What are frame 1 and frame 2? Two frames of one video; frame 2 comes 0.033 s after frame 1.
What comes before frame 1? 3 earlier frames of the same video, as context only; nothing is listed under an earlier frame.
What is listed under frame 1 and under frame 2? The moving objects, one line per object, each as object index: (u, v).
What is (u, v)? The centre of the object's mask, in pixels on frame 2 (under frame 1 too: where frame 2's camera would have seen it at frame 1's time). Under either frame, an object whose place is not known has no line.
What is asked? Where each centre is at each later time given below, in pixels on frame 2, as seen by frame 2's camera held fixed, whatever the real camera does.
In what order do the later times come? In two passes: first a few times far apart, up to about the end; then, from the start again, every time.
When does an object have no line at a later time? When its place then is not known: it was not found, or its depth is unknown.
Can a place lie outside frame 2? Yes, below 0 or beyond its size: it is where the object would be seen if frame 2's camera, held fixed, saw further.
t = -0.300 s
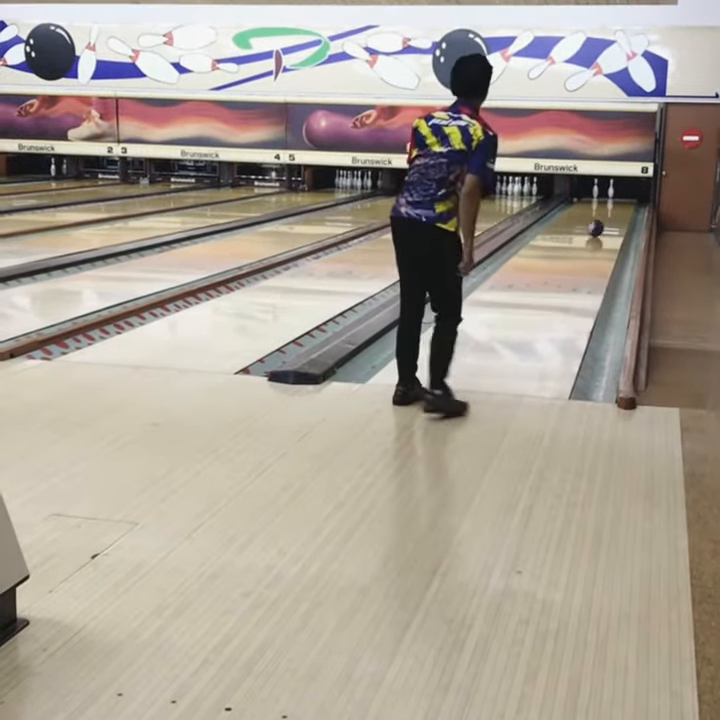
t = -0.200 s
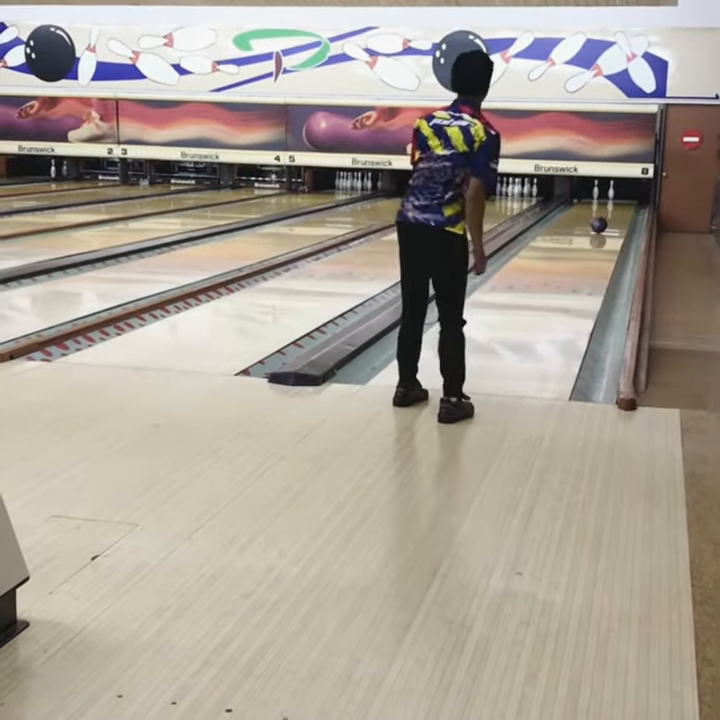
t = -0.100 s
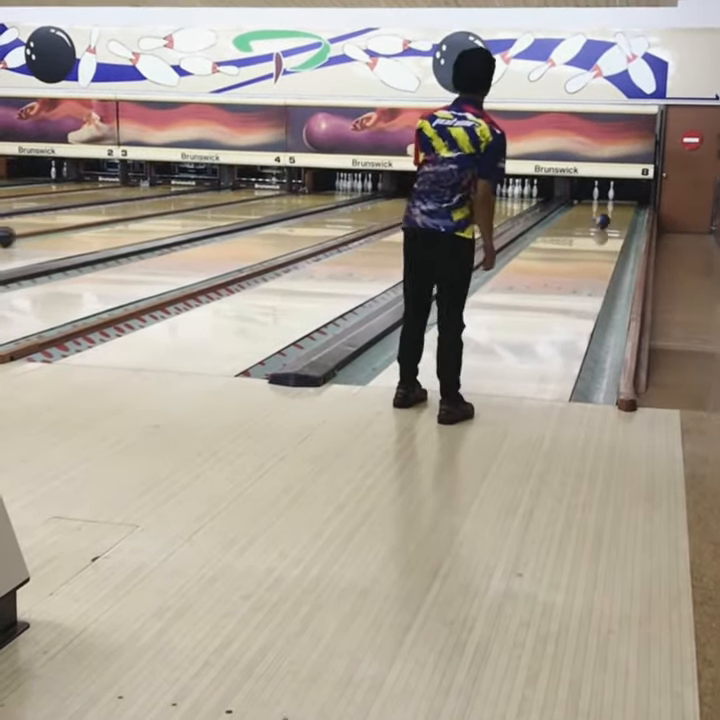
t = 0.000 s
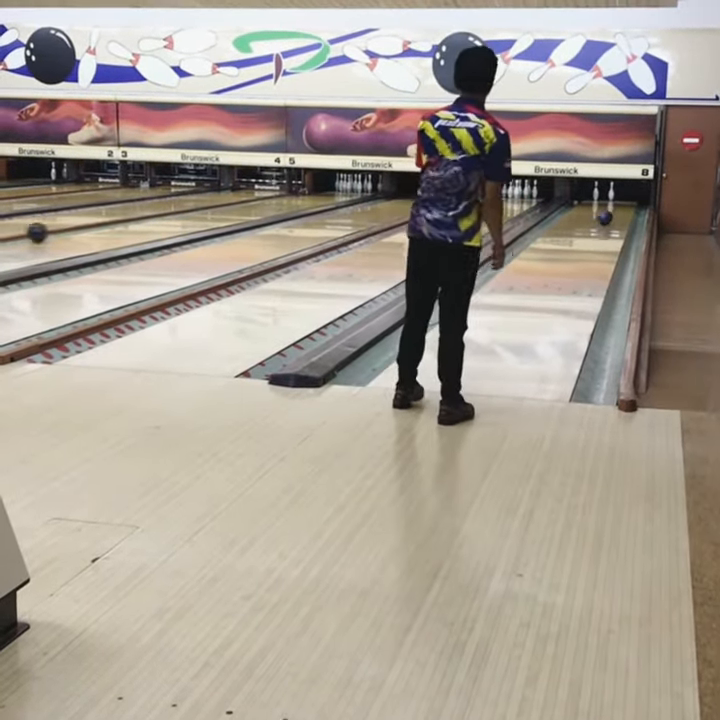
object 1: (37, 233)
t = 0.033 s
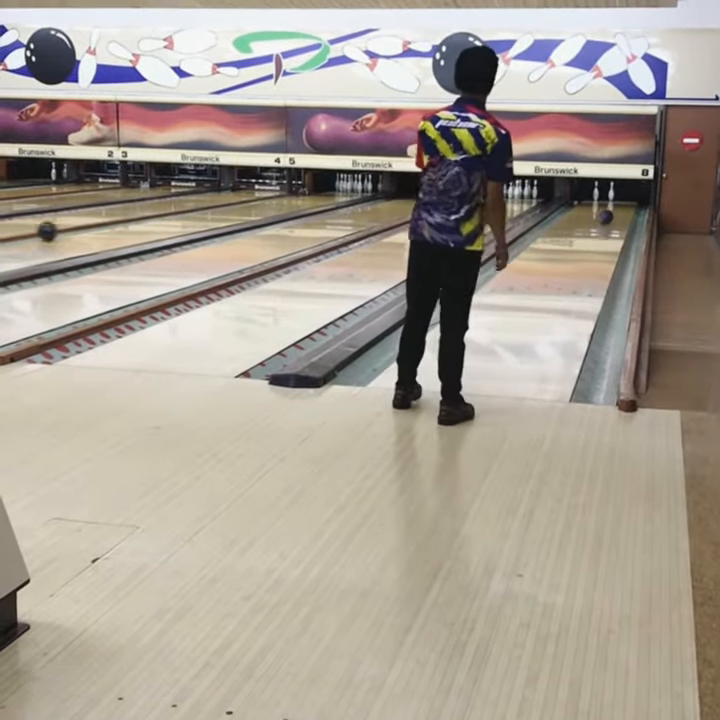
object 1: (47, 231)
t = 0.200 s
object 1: (92, 224)
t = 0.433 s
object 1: (145, 216)
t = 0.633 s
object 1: (182, 211)
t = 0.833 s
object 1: (213, 205)
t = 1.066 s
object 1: (244, 200)
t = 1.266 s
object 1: (267, 197)
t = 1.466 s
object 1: (286, 193)
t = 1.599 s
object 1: (295, 192)
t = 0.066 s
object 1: (56, 230)
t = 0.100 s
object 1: (66, 228)
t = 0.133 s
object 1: (75, 227)
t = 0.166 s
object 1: (84, 225)
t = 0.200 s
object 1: (92, 224)
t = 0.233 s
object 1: (100, 223)
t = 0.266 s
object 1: (109, 221)
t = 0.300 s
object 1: (116, 220)
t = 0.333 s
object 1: (124, 219)
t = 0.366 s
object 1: (131, 218)
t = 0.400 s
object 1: (138, 217)
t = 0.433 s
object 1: (145, 216)
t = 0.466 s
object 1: (152, 215)
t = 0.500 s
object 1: (158, 214)
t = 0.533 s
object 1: (164, 213)
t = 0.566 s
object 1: (170, 213)
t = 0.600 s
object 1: (176, 212)
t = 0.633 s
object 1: (182, 211)
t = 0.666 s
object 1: (187, 209)
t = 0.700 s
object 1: (193, 209)
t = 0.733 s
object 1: (198, 208)
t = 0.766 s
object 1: (203, 207)
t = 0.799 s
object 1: (208, 206)
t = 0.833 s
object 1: (213, 205)
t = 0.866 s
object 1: (218, 205)
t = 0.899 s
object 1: (222, 204)
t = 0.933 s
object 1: (227, 203)
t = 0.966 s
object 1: (232, 202)
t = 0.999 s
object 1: (236, 201)
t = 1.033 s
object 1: (240, 201)
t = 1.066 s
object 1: (244, 200)
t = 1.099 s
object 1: (248, 199)
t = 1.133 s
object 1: (252, 198)
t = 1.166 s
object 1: (256, 198)
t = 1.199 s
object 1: (260, 197)
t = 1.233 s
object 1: (263, 197)
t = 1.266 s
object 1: (267, 197)
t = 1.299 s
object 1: (270, 196)
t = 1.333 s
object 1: (274, 196)
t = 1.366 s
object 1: (277, 195)
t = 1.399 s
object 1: (280, 195)
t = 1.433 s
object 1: (283, 194)
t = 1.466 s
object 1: (286, 193)
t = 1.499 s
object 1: (289, 192)
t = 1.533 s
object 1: (293, 192)
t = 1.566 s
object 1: (295, 192)
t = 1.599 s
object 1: (295, 192)
